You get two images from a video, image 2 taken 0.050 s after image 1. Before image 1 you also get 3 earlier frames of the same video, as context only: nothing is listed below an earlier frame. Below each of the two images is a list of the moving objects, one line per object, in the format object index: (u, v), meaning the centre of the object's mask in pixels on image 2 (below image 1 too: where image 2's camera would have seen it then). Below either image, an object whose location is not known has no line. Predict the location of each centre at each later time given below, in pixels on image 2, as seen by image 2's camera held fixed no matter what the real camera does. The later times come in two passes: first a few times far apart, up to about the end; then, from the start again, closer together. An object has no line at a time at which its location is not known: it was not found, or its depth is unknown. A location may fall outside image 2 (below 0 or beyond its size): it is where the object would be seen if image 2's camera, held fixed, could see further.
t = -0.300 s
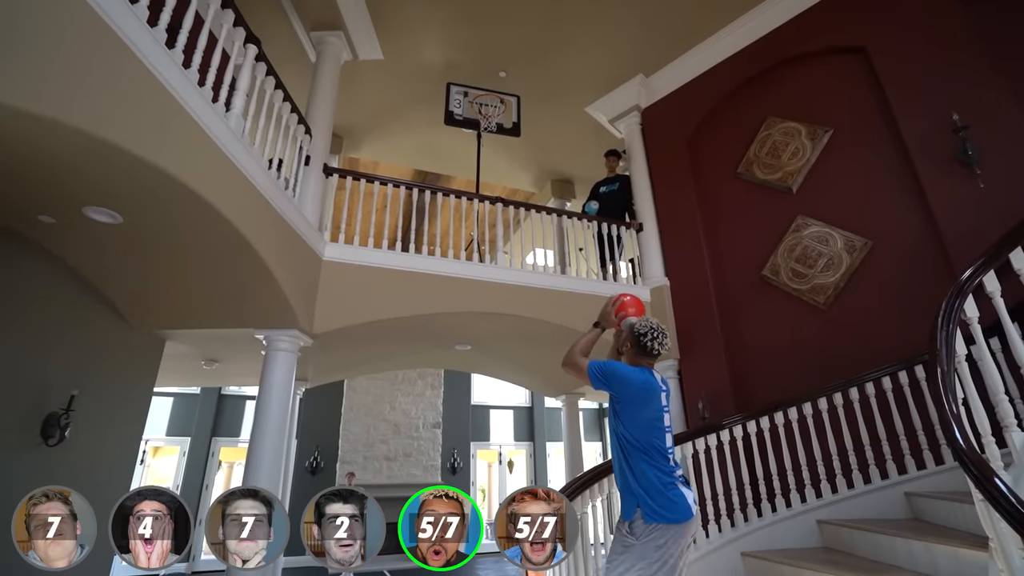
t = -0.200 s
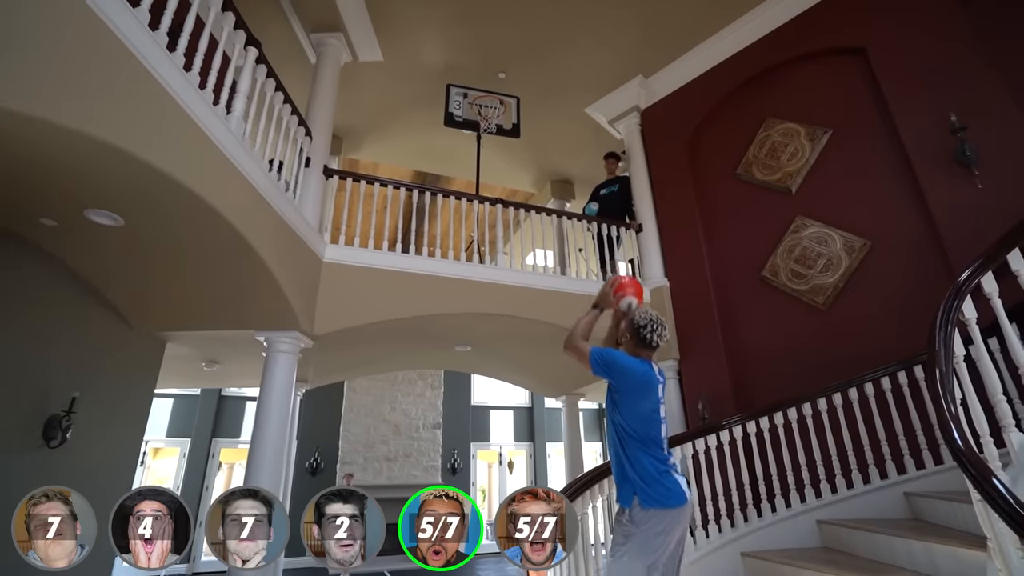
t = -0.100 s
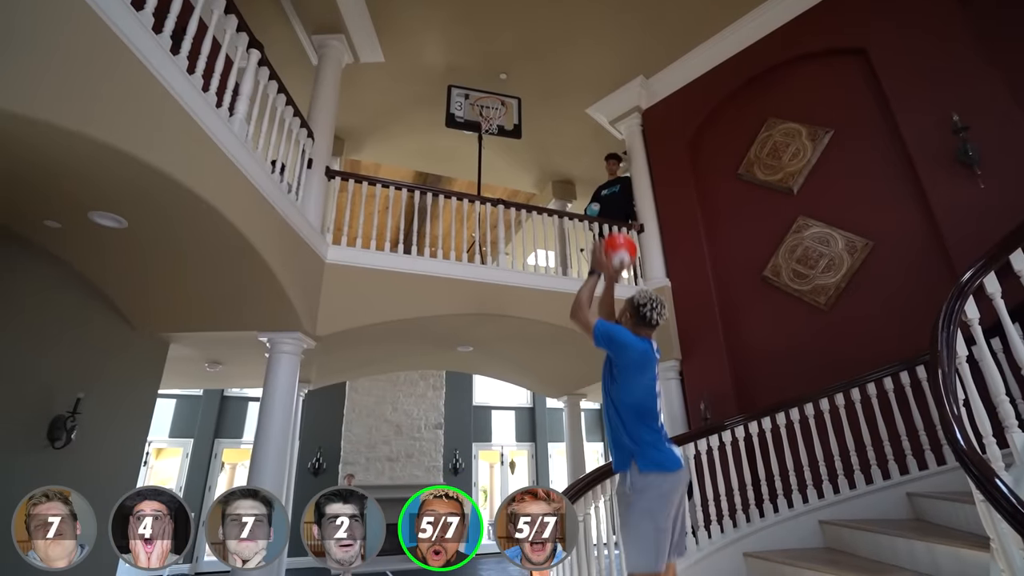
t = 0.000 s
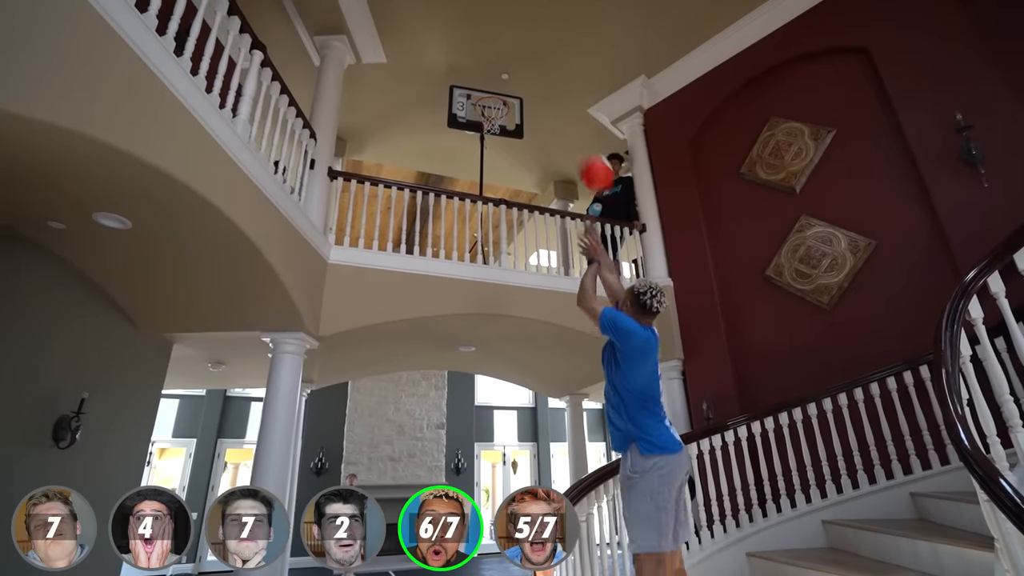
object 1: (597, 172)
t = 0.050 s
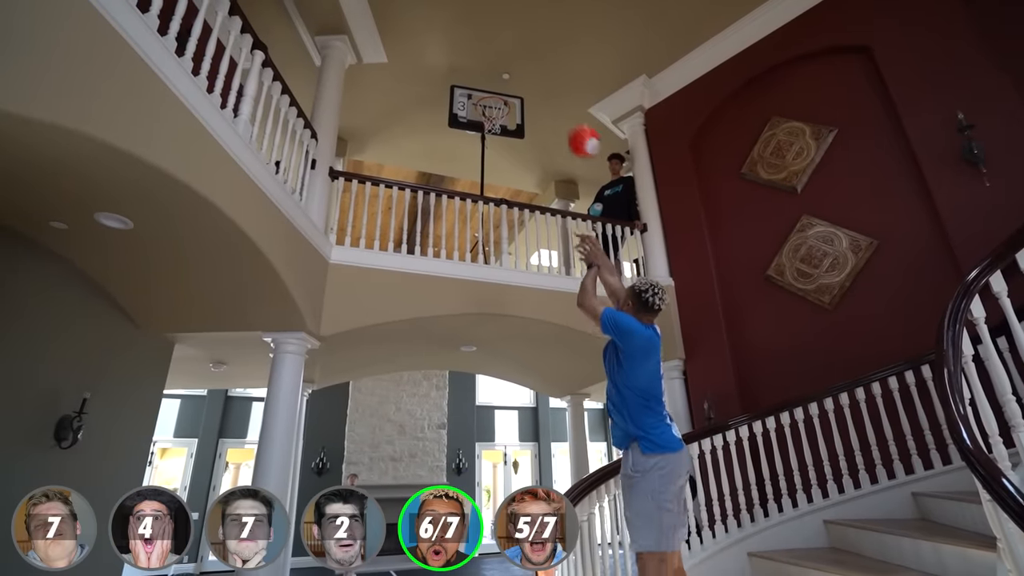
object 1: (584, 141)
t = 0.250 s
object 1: (546, 69)
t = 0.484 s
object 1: (519, 49)
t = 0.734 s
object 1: (499, 72)
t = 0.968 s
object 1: (485, 127)
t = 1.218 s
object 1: (482, 210)
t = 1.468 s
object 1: (503, 289)
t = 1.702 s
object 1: (557, 439)
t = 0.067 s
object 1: (580, 133)
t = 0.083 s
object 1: (576, 124)
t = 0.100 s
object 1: (572, 116)
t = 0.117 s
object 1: (569, 108)
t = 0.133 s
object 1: (565, 103)
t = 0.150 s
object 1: (562, 97)
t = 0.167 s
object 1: (559, 90)
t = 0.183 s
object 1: (556, 86)
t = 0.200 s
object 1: (554, 81)
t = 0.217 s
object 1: (551, 77)
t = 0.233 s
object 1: (549, 73)
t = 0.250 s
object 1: (546, 69)
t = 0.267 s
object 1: (543, 65)
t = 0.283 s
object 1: (542, 62)
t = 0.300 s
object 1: (539, 60)
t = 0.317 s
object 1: (537, 58)
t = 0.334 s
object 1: (535, 56)
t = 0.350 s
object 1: (533, 54)
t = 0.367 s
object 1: (531, 53)
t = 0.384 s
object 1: (529, 52)
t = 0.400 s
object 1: (527, 50)
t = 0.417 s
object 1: (526, 50)
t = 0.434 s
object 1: (524, 49)
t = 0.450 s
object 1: (522, 49)
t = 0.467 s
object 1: (521, 49)
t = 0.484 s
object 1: (519, 49)
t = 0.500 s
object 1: (518, 49)
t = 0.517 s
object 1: (516, 49)
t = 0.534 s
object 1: (515, 50)
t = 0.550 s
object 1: (513, 51)
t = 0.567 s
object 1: (512, 53)
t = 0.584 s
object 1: (510, 53)
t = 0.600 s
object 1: (509, 55)
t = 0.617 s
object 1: (508, 56)
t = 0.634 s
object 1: (507, 58)
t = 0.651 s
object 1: (505, 60)
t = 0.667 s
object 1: (504, 62)
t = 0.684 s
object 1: (502, 65)
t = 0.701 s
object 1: (501, 67)
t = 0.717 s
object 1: (500, 70)
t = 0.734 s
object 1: (499, 72)
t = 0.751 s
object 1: (498, 75)
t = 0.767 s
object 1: (497, 79)
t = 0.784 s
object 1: (495, 82)
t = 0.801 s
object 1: (494, 86)
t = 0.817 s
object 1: (493, 89)
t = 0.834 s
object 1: (492, 93)
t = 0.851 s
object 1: (491, 95)
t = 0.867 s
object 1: (491, 100)
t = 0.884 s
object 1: (489, 105)
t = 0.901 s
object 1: (487, 110)
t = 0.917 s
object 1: (485, 116)
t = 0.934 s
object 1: (485, 120)
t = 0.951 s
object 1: (484, 123)
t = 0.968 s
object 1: (485, 127)
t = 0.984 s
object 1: (485, 131)
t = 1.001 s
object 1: (485, 134)
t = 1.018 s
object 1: (484, 141)
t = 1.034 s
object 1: (484, 145)
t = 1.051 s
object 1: (484, 150)
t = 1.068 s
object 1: (484, 155)
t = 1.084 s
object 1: (484, 160)
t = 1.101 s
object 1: (484, 165)
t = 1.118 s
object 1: (483, 171)
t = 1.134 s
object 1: (483, 178)
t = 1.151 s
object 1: (482, 185)
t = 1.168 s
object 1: (482, 192)
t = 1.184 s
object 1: (481, 198)
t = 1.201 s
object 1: (482, 203)
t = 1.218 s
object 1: (482, 210)
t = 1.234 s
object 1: (481, 218)
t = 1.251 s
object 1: (481, 224)
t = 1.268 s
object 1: (481, 232)
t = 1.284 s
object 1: (482, 240)
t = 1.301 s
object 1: (482, 248)
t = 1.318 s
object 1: (481, 256)
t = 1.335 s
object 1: (482, 260)
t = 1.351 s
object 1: (486, 262)
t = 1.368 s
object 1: (487, 265)
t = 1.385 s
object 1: (490, 267)
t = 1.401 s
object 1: (492, 272)
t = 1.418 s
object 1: (495, 276)
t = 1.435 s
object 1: (497, 279)
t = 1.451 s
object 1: (501, 283)
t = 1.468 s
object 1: (503, 289)
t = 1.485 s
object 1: (505, 296)
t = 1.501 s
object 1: (507, 302)
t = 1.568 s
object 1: (522, 334)
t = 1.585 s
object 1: (526, 343)
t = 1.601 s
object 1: (530, 352)
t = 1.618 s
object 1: (535, 363)
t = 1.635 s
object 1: (538, 377)
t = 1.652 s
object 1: (541, 387)
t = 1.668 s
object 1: (548, 402)
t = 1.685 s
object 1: (554, 418)
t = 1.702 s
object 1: (557, 439)
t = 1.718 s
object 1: (566, 455)
